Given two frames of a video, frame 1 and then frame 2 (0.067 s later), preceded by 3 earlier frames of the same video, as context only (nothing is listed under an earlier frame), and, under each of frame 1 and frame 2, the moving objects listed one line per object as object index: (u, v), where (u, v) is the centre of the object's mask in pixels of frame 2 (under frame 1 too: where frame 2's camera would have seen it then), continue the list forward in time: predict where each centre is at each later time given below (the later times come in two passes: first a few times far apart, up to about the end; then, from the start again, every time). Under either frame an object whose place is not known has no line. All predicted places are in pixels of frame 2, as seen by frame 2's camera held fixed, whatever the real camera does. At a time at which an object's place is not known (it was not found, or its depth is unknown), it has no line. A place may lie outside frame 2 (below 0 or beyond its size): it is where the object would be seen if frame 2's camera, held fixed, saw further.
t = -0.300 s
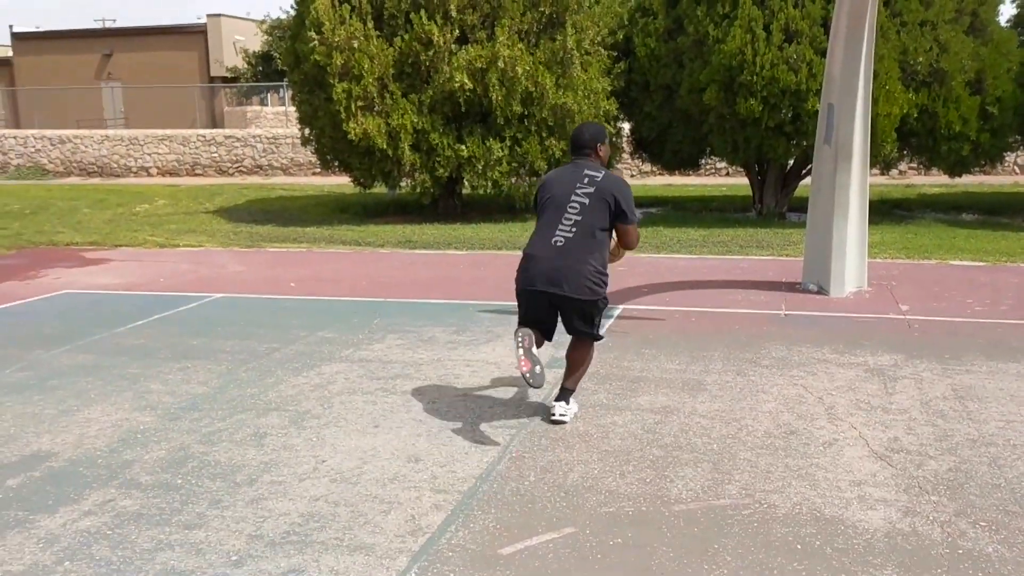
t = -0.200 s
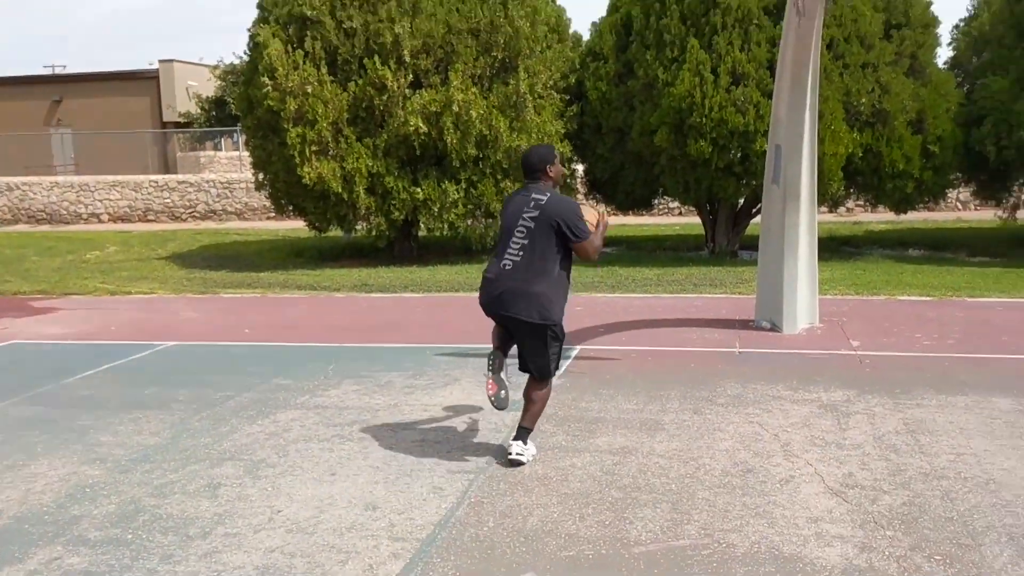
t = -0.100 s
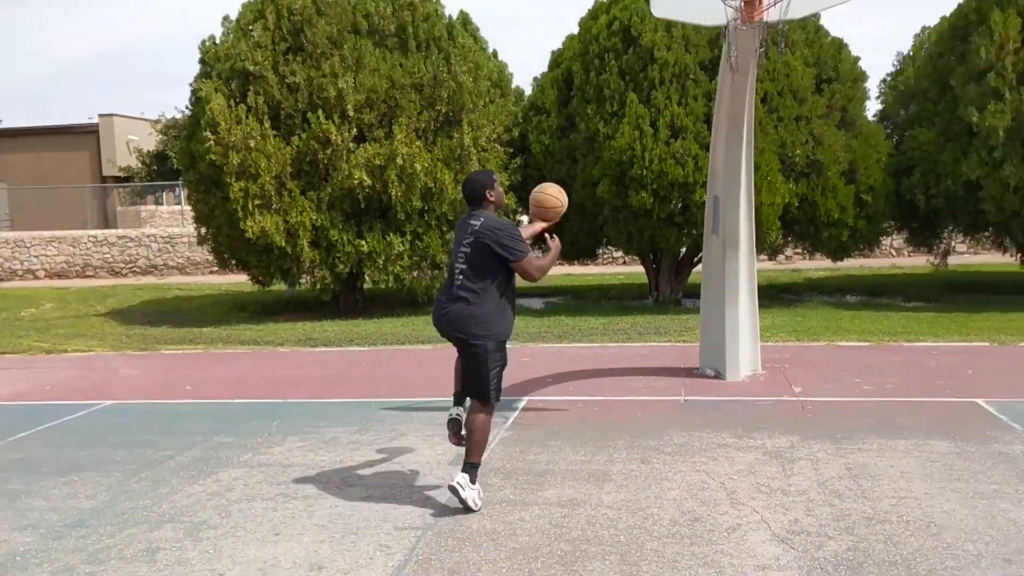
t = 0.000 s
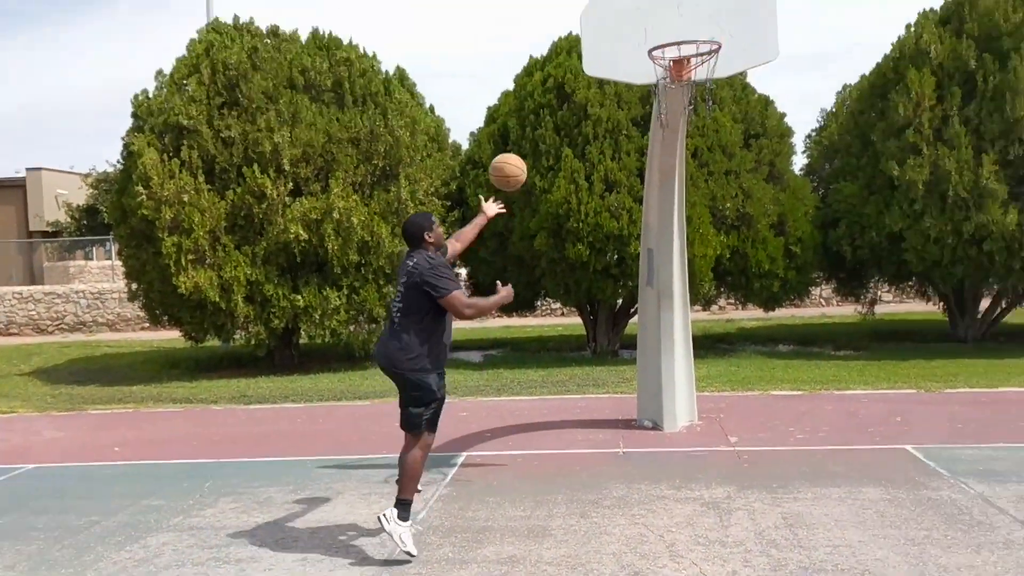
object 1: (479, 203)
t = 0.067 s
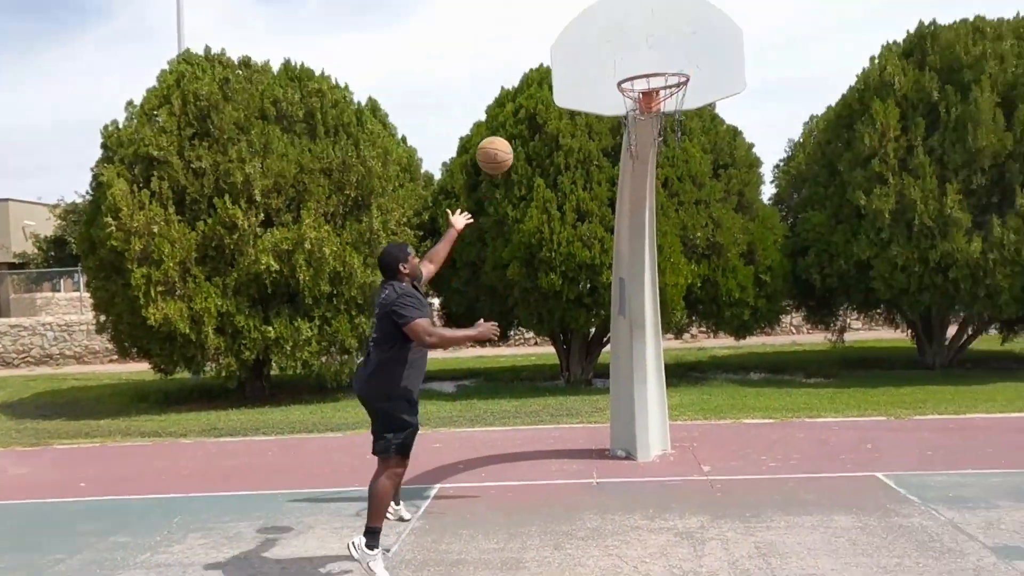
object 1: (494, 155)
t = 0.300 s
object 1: (547, 47)
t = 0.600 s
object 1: (609, 22)
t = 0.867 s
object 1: (652, 73)
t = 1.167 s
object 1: (665, 178)
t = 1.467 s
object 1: (670, 385)
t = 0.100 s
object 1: (502, 134)
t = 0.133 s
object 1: (509, 115)
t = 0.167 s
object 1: (517, 99)
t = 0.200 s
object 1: (525, 83)
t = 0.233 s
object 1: (532, 70)
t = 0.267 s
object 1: (539, 58)
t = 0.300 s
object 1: (547, 47)
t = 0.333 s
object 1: (554, 38)
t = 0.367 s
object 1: (561, 32)
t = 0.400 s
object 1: (569, 27)
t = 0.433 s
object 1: (576, 23)
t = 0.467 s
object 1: (583, 22)
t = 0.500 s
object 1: (591, 21)
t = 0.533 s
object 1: (597, 22)
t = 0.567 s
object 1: (604, 24)
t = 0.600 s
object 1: (609, 22)
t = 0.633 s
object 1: (614, 23)
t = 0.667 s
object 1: (619, 25)
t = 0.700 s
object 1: (625, 29)
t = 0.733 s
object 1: (630, 35)
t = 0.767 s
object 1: (636, 42)
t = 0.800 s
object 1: (641, 51)
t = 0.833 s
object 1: (646, 58)
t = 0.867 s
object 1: (652, 73)
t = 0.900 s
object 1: (658, 89)
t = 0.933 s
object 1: (662, 100)
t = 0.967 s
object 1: (663, 109)
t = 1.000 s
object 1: (664, 117)
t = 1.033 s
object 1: (665, 126)
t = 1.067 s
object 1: (665, 137)
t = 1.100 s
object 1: (664, 149)
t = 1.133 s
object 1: (665, 163)
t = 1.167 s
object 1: (665, 178)
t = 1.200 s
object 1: (665, 195)
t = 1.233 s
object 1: (665, 213)
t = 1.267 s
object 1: (666, 233)
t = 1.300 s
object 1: (667, 255)
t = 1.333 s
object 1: (667, 278)
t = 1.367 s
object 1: (668, 302)
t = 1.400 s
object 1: (668, 328)
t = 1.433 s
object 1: (669, 356)
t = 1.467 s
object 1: (670, 385)
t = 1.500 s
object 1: (671, 416)
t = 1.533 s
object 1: (672, 447)
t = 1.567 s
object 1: (673, 481)
